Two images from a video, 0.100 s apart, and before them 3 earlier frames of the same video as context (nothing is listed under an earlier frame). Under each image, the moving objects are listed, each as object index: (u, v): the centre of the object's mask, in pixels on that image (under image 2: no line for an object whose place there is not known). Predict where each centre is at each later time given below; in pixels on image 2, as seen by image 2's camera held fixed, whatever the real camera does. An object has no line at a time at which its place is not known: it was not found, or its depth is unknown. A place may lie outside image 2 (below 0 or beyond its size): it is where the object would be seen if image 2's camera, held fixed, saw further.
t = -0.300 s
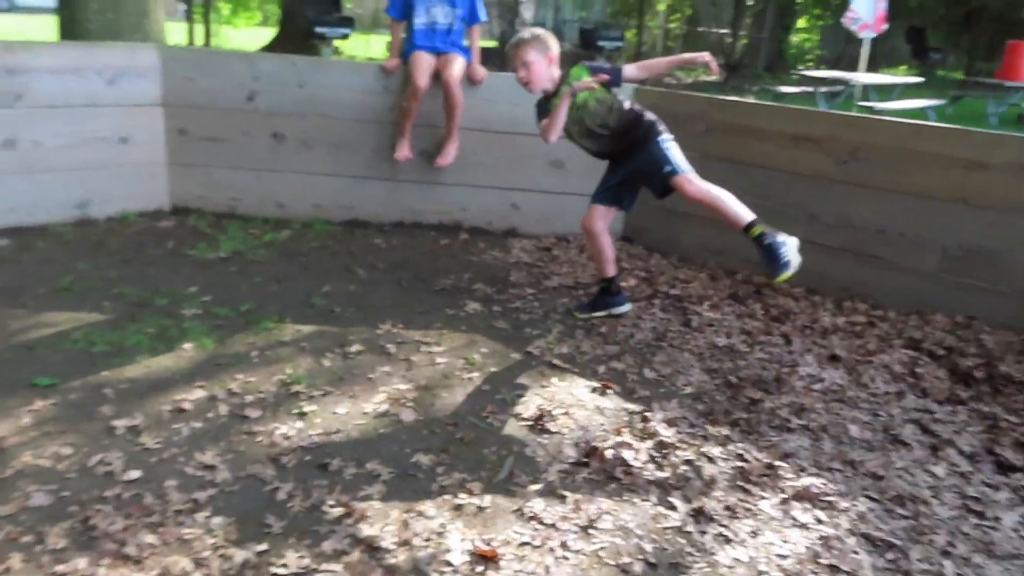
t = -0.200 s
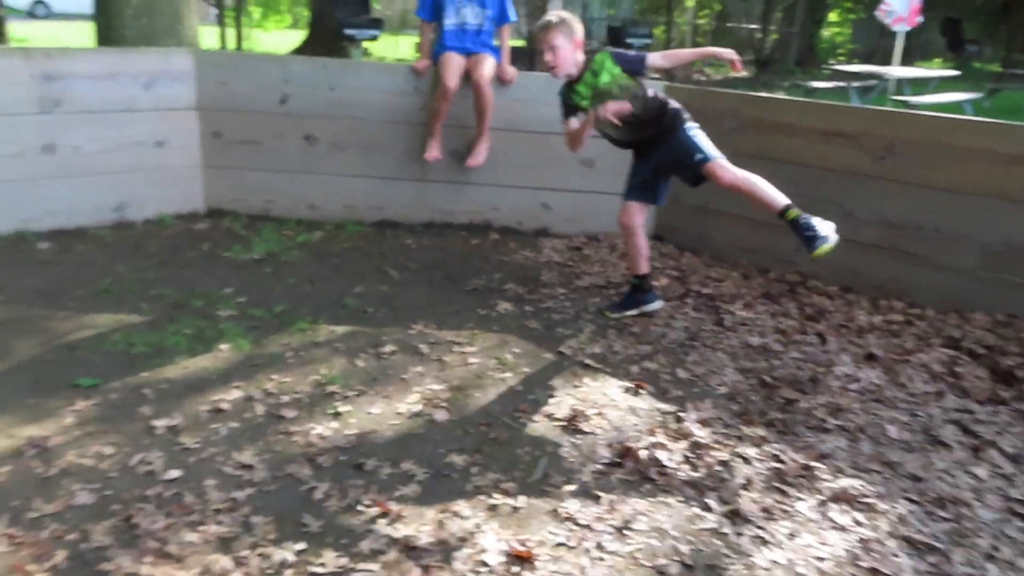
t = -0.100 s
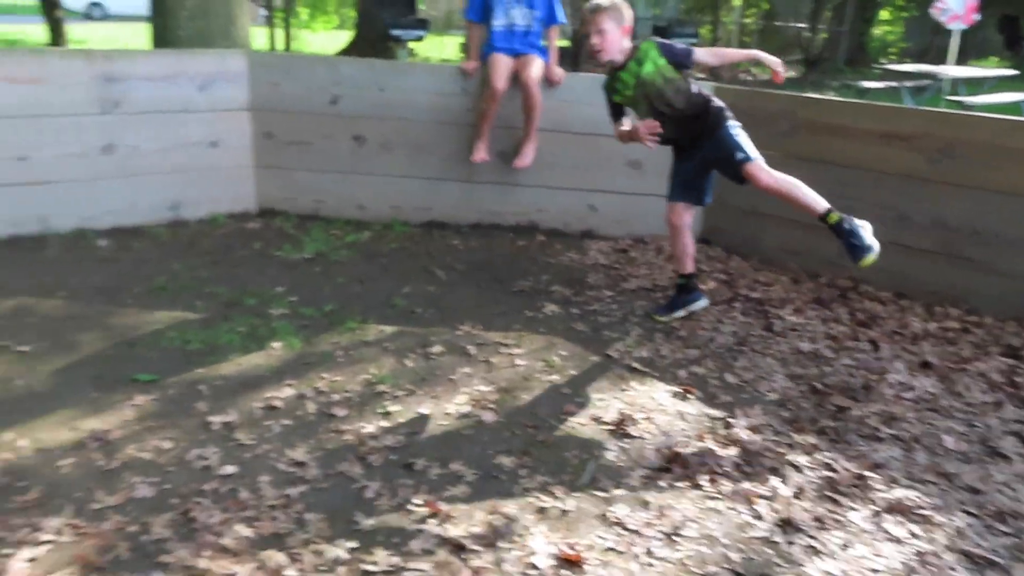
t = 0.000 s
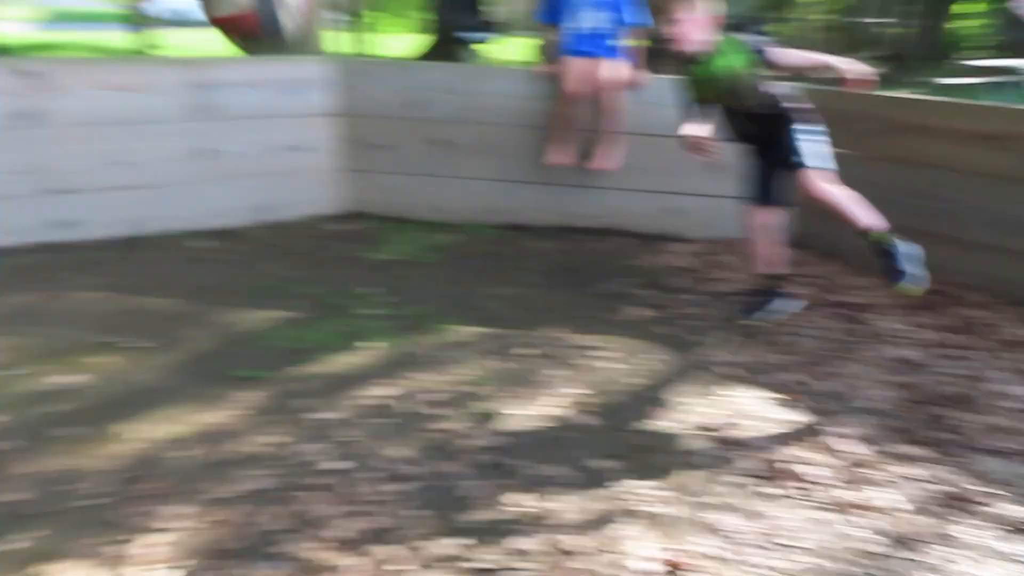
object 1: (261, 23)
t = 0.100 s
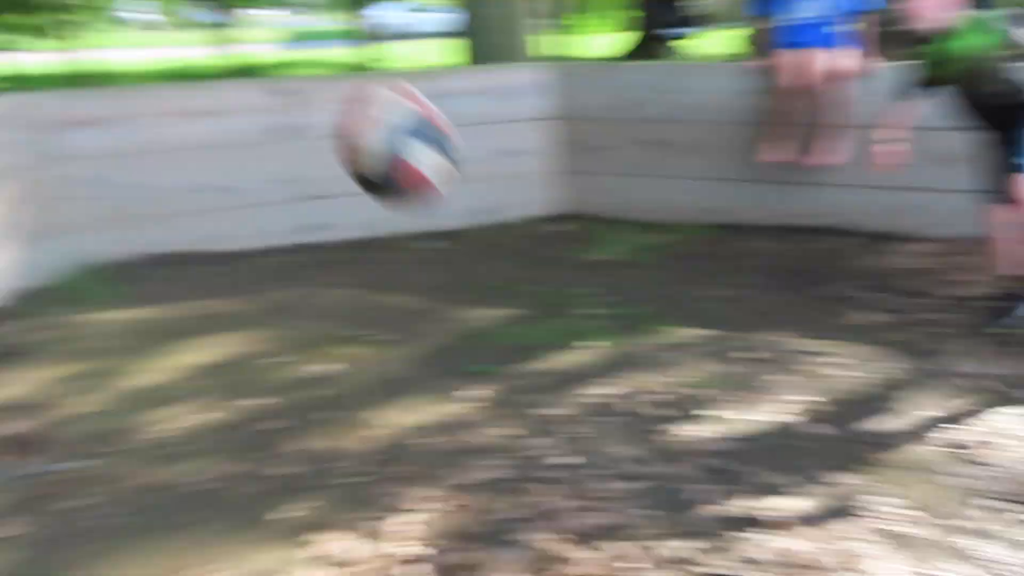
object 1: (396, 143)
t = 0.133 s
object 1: (373, 211)
